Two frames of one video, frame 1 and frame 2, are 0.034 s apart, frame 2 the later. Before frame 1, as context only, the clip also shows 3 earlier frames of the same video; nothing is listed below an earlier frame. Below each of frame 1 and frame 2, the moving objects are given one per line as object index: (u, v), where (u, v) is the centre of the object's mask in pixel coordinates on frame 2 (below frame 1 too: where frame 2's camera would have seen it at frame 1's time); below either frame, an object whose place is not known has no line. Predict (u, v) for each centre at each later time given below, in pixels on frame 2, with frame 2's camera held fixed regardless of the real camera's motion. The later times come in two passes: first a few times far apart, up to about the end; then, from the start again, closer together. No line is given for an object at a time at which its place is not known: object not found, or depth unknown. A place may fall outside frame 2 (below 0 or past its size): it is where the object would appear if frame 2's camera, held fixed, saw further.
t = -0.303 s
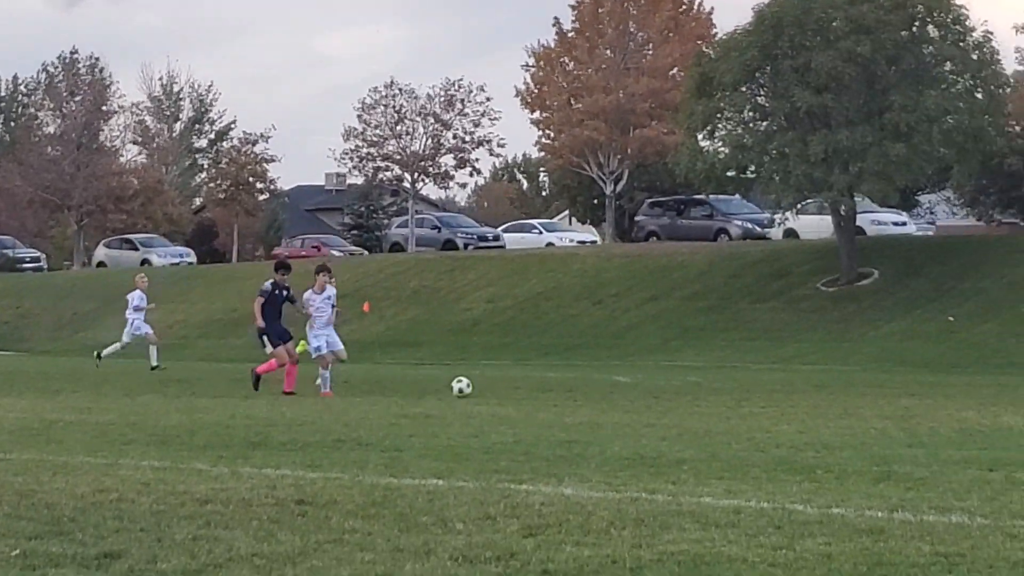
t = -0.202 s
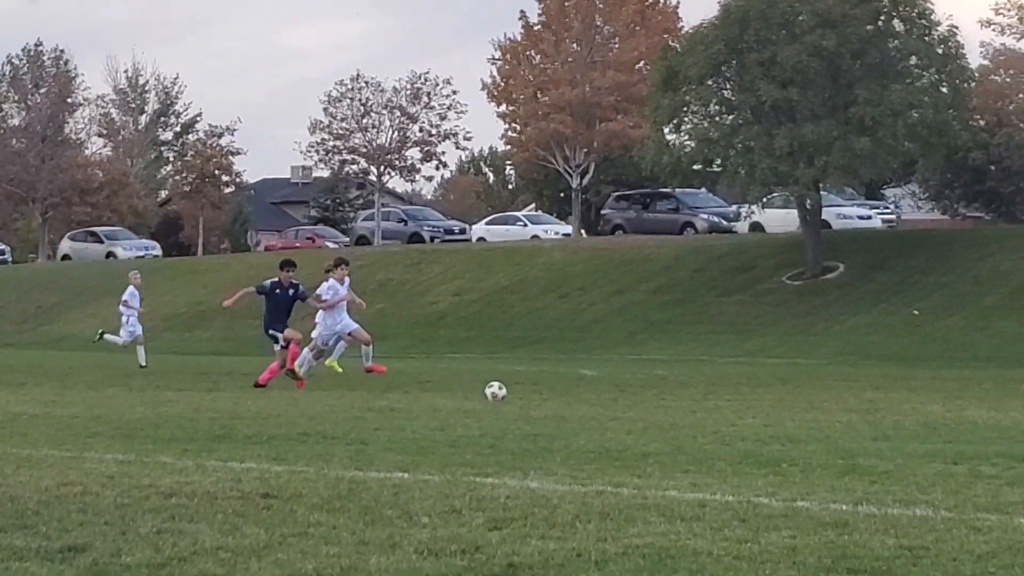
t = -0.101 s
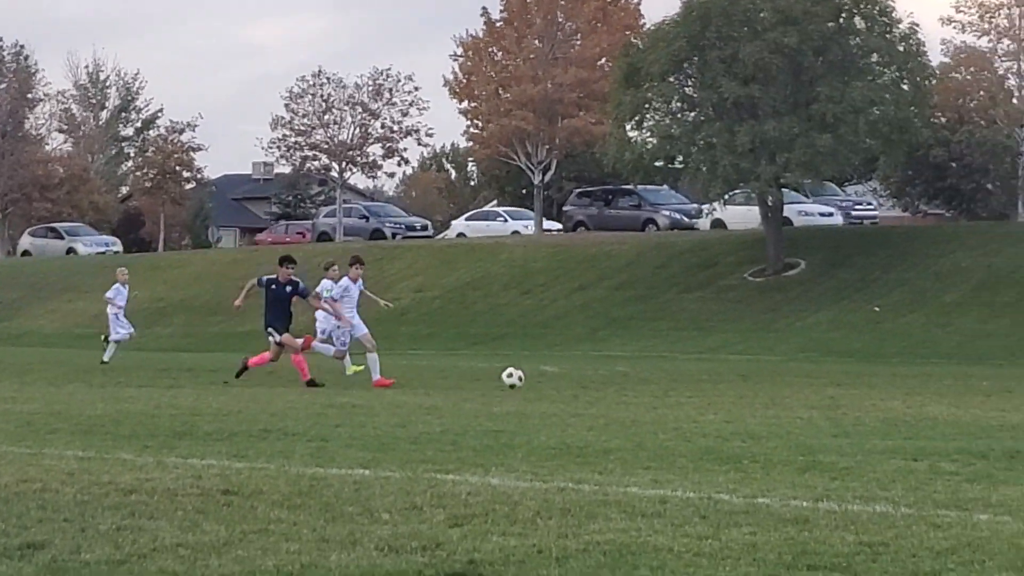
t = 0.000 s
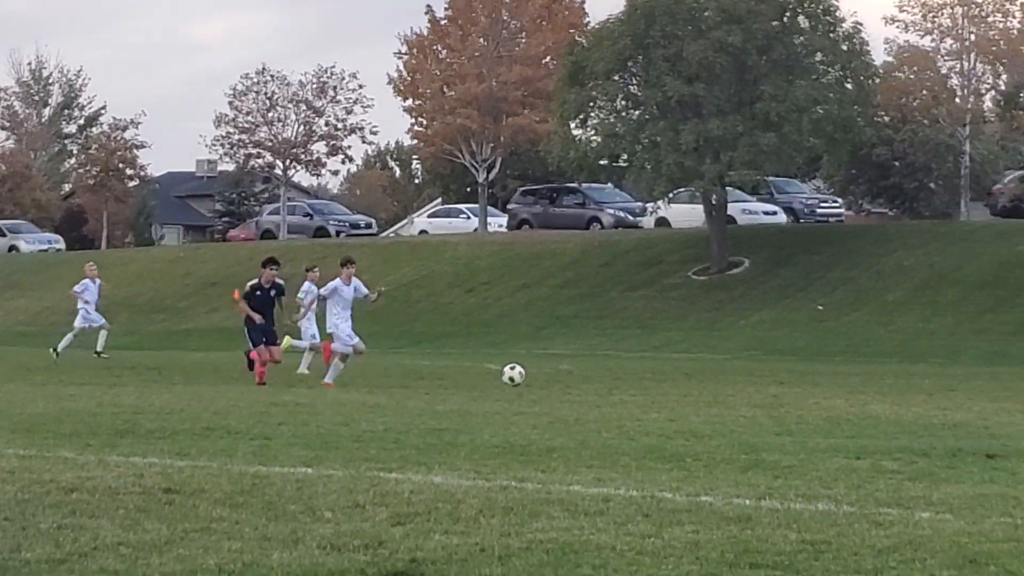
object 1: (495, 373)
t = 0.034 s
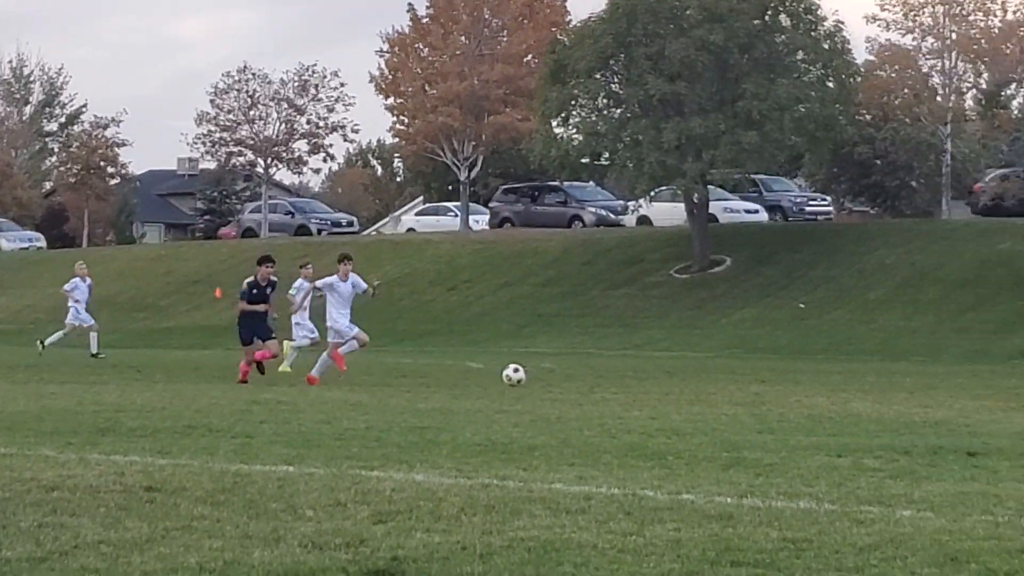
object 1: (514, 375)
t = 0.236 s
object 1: (622, 393)
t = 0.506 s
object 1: (722, 389)
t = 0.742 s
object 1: (812, 393)
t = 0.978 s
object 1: (906, 403)
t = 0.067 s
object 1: (533, 377)
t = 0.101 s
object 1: (552, 382)
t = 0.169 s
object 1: (591, 394)
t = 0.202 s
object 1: (609, 398)
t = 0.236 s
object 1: (622, 393)
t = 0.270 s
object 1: (634, 389)
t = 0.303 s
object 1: (647, 386)
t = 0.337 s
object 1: (658, 383)
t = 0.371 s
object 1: (672, 381)
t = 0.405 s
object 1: (684, 382)
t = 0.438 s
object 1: (696, 383)
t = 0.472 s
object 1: (710, 385)
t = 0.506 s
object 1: (722, 389)
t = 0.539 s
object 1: (735, 394)
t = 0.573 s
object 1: (748, 399)
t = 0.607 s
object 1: (761, 406)
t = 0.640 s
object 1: (773, 406)
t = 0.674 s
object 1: (786, 401)
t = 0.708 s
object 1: (799, 396)
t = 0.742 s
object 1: (812, 393)
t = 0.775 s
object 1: (825, 390)
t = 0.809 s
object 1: (839, 388)
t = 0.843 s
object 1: (853, 388)
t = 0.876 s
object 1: (866, 390)
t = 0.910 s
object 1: (879, 393)
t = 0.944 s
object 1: (893, 396)
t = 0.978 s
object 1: (906, 403)
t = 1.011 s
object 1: (919, 409)
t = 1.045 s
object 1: (934, 415)
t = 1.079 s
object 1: (946, 415)
